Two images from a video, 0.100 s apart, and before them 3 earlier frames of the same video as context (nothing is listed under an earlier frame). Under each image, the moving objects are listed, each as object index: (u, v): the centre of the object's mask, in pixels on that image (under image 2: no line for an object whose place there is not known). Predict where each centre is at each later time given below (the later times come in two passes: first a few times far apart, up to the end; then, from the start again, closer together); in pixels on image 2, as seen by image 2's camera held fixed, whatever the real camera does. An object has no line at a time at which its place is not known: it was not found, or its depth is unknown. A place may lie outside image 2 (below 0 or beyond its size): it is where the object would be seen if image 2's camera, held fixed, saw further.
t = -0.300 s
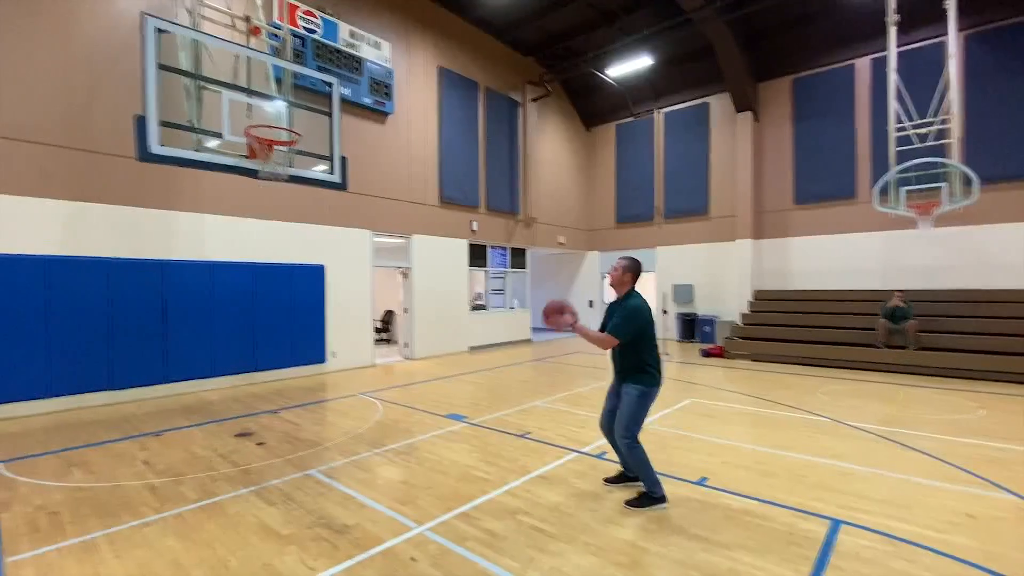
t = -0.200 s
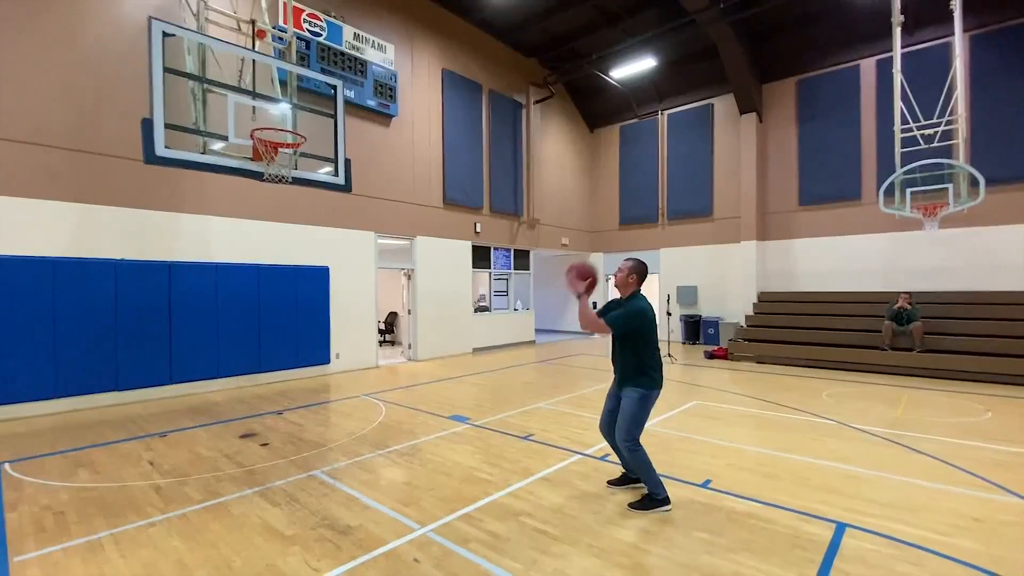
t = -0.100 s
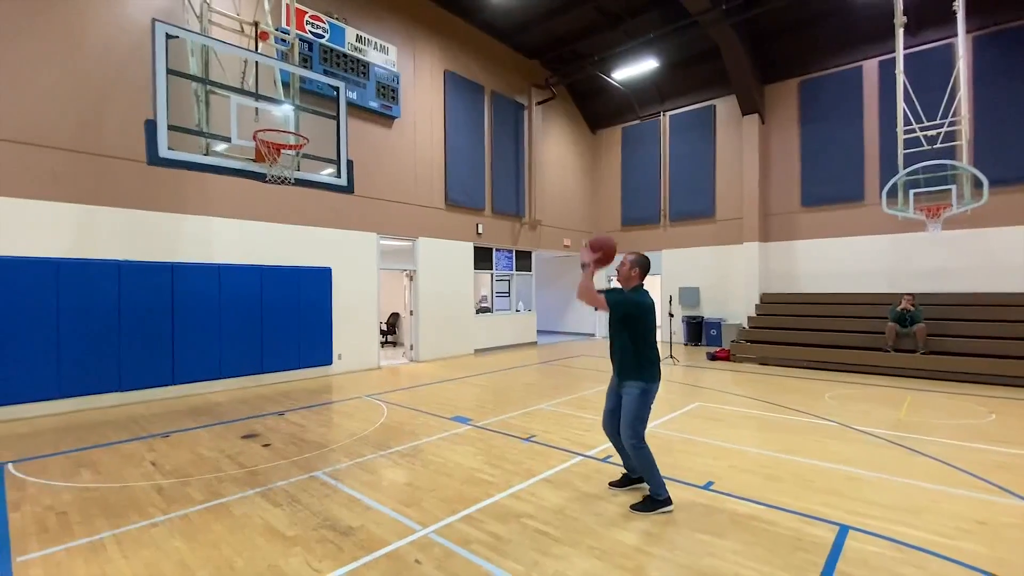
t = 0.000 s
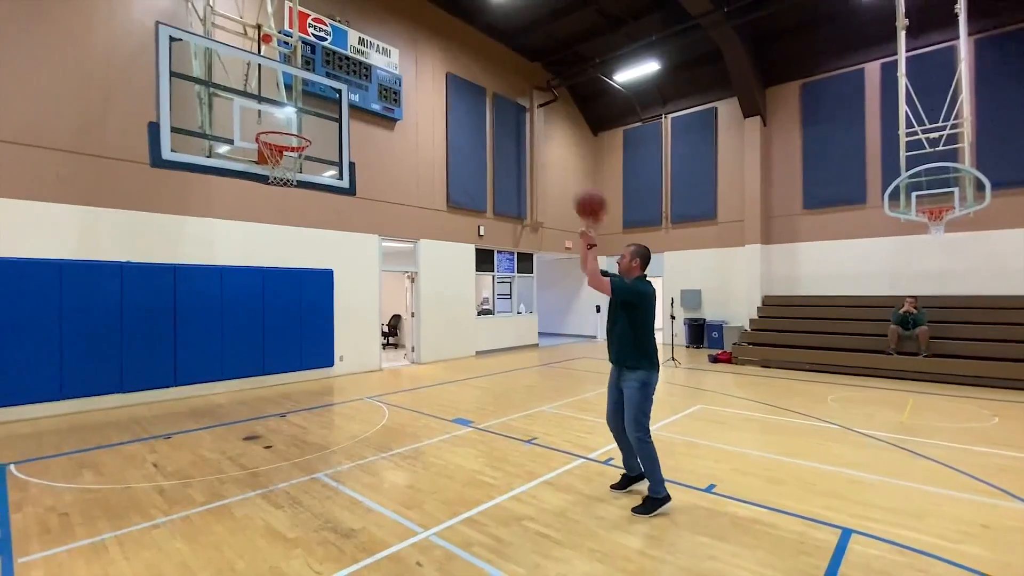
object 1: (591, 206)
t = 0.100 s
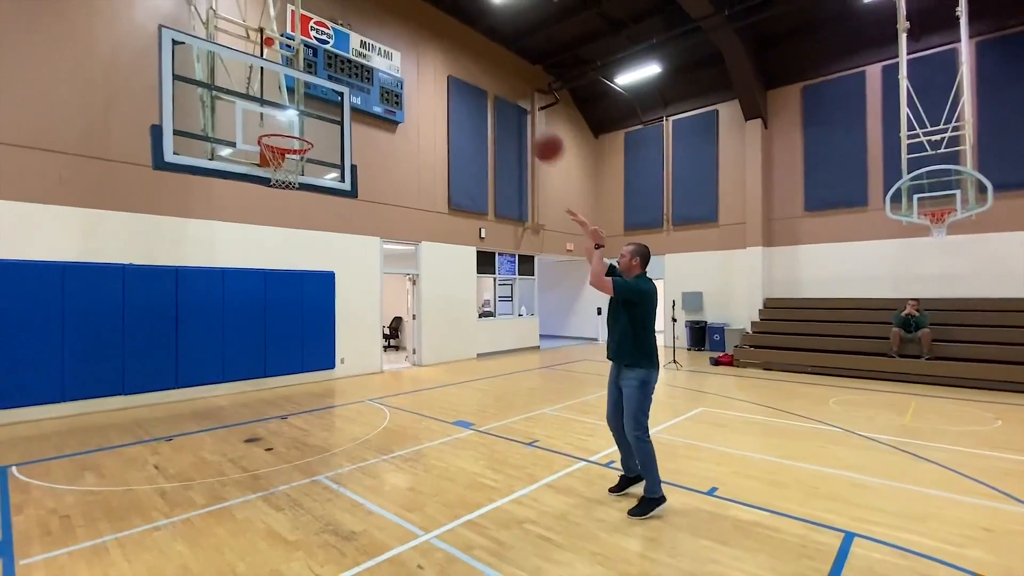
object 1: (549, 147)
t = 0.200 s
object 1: (507, 101)
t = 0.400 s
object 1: (431, 53)
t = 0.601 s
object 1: (364, 55)
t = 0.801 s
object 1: (304, 98)
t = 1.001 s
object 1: (286, 158)
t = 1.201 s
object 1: (307, 171)
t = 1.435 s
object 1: (307, 201)
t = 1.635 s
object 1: (304, 276)
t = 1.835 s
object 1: (300, 400)
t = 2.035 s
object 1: (294, 404)
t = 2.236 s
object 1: (284, 327)
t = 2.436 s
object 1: (273, 296)
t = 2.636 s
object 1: (262, 312)
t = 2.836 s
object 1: (249, 383)
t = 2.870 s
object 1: (246, 402)
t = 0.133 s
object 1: (533, 129)
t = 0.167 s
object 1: (520, 114)
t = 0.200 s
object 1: (507, 101)
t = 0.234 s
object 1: (494, 89)
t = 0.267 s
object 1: (480, 78)
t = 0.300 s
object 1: (468, 69)
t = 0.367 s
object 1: (443, 57)
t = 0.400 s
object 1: (431, 53)
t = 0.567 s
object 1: (375, 52)
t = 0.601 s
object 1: (364, 55)
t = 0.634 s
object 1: (353, 61)
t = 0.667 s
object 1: (343, 66)
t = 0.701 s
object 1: (333, 71)
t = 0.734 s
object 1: (323, 79)
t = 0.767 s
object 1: (313, 89)
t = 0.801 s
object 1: (304, 98)
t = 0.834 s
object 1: (295, 108)
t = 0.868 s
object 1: (285, 120)
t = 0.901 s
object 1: (276, 132)
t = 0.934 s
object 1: (278, 144)
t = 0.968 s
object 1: (283, 151)
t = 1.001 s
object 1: (286, 158)
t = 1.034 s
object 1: (293, 166)
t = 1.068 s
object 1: (297, 168)
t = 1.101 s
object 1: (301, 168)
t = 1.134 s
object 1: (303, 168)
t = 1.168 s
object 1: (306, 169)
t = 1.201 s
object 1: (307, 171)
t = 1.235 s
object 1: (309, 174)
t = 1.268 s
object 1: (309, 178)
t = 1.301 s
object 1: (309, 181)
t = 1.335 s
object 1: (309, 182)
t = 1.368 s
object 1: (308, 187)
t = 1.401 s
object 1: (307, 194)
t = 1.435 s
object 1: (307, 201)
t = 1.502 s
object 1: (306, 220)
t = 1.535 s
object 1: (306, 232)
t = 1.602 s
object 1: (304, 259)
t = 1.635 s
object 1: (304, 276)
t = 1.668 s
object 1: (304, 292)
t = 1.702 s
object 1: (303, 311)
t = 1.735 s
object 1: (303, 331)
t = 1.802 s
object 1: (302, 374)
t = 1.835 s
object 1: (300, 400)
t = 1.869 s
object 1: (300, 427)
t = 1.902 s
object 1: (299, 454)
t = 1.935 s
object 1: (298, 456)
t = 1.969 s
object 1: (297, 438)
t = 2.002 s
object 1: (295, 420)
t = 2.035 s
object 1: (294, 404)
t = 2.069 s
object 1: (292, 389)
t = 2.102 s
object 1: (291, 373)
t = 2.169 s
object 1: (287, 348)
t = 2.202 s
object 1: (286, 338)
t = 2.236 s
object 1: (284, 327)
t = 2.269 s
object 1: (282, 319)
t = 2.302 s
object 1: (281, 311)
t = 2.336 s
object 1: (279, 306)
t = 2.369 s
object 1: (277, 301)
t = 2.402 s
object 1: (275, 297)
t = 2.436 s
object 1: (273, 296)
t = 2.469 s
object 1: (271, 294)
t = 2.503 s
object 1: (270, 295)
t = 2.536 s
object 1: (268, 297)
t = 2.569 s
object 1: (266, 300)
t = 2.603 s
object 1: (264, 306)
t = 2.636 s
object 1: (262, 312)
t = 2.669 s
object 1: (259, 320)
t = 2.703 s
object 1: (258, 329)
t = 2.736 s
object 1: (255, 340)
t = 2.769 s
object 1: (253, 353)
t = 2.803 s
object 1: (251, 367)
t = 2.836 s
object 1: (249, 383)
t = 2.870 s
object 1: (246, 402)
